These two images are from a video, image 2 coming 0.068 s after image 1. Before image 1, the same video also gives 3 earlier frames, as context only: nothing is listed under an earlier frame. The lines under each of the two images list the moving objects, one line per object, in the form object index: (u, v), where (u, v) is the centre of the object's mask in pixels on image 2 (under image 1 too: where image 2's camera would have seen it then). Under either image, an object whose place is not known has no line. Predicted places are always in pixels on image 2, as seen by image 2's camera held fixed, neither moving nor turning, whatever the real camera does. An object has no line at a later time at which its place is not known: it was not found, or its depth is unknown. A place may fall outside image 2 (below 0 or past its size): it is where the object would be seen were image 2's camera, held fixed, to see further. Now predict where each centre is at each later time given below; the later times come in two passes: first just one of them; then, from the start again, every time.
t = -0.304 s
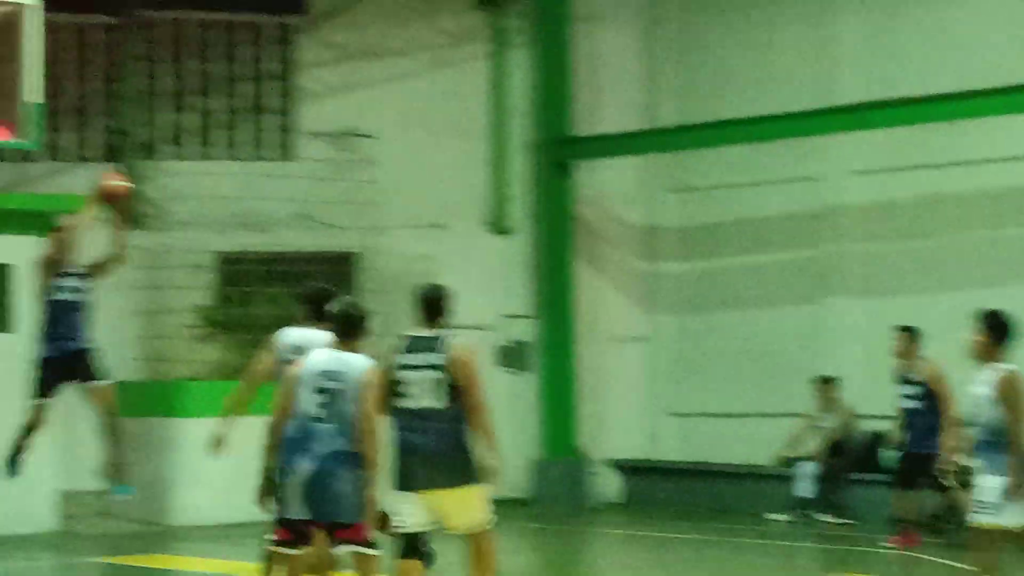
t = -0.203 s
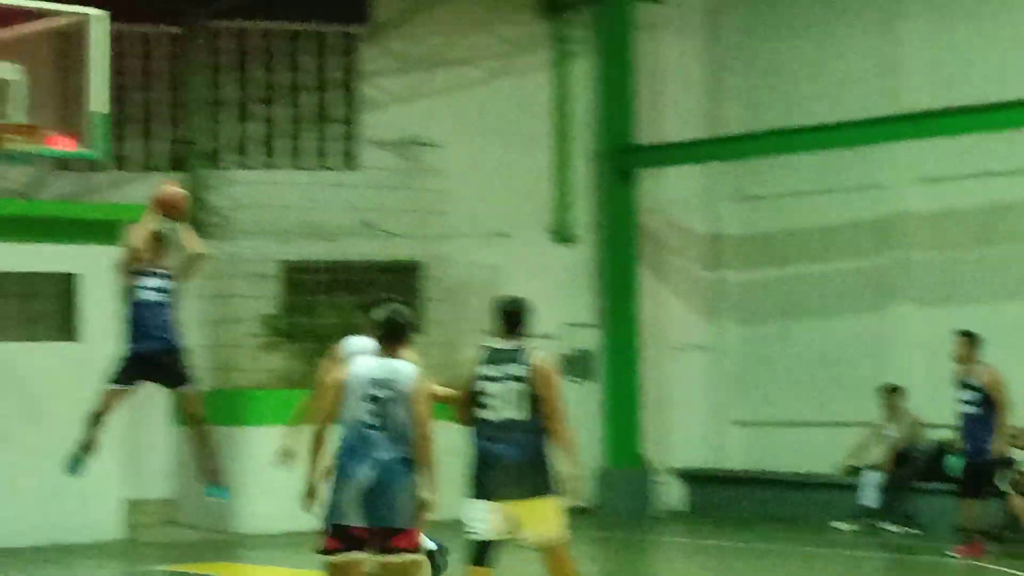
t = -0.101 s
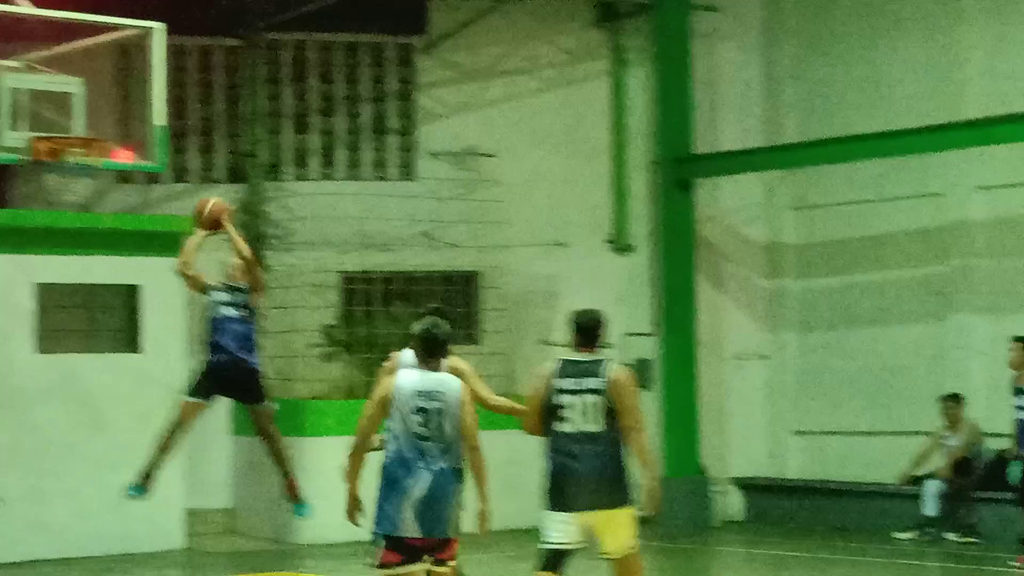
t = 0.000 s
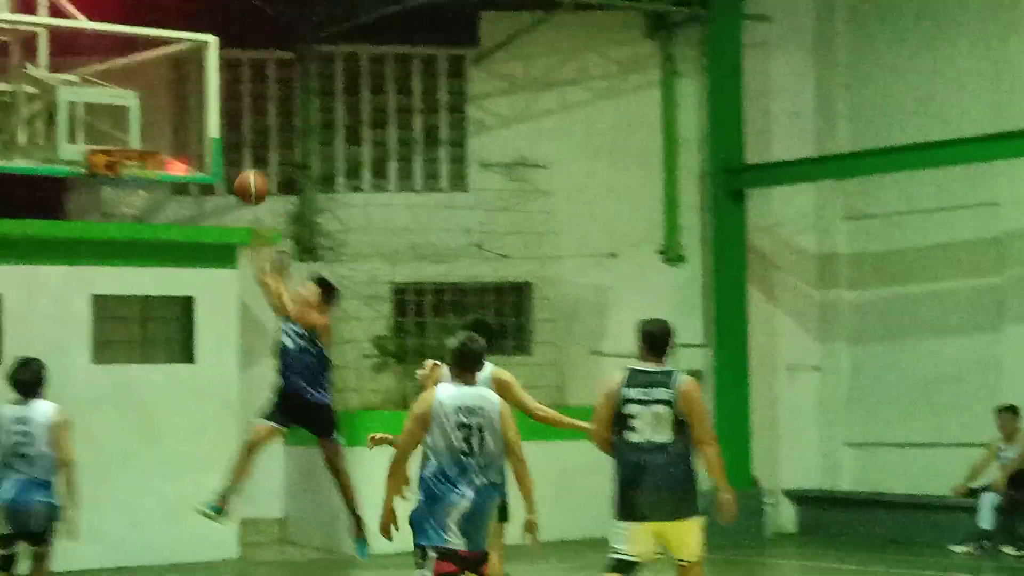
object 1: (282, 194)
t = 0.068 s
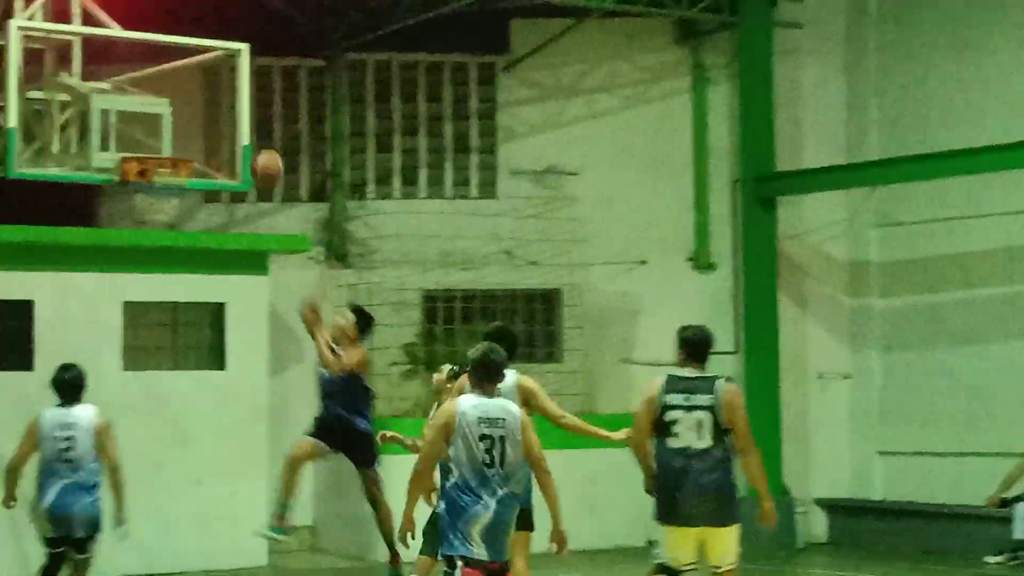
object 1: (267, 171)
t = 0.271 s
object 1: (221, 124)
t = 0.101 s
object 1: (260, 158)
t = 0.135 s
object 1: (252, 149)
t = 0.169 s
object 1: (245, 141)
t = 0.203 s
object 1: (237, 131)
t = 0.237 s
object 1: (230, 130)
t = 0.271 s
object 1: (221, 124)
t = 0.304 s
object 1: (214, 125)
